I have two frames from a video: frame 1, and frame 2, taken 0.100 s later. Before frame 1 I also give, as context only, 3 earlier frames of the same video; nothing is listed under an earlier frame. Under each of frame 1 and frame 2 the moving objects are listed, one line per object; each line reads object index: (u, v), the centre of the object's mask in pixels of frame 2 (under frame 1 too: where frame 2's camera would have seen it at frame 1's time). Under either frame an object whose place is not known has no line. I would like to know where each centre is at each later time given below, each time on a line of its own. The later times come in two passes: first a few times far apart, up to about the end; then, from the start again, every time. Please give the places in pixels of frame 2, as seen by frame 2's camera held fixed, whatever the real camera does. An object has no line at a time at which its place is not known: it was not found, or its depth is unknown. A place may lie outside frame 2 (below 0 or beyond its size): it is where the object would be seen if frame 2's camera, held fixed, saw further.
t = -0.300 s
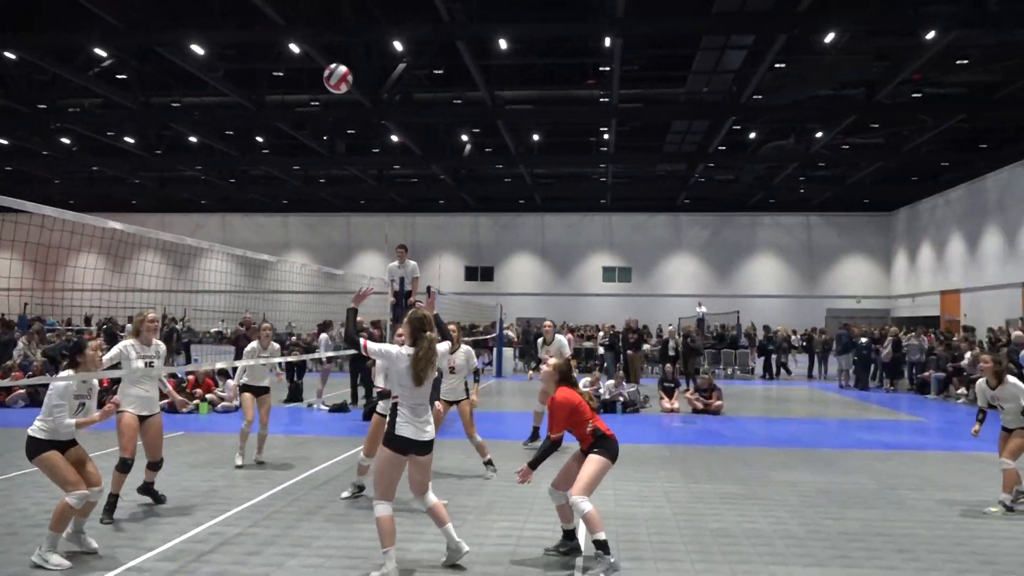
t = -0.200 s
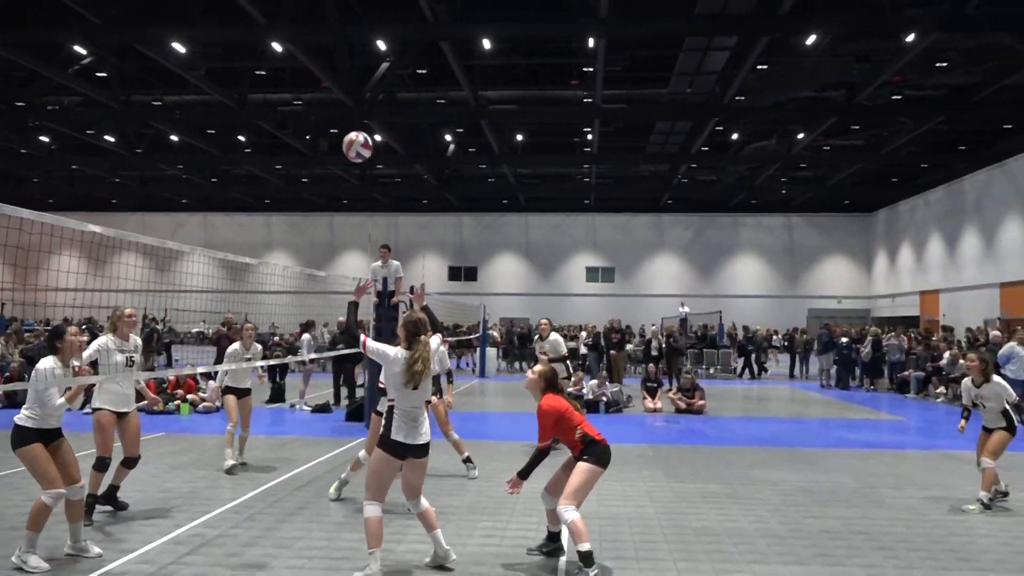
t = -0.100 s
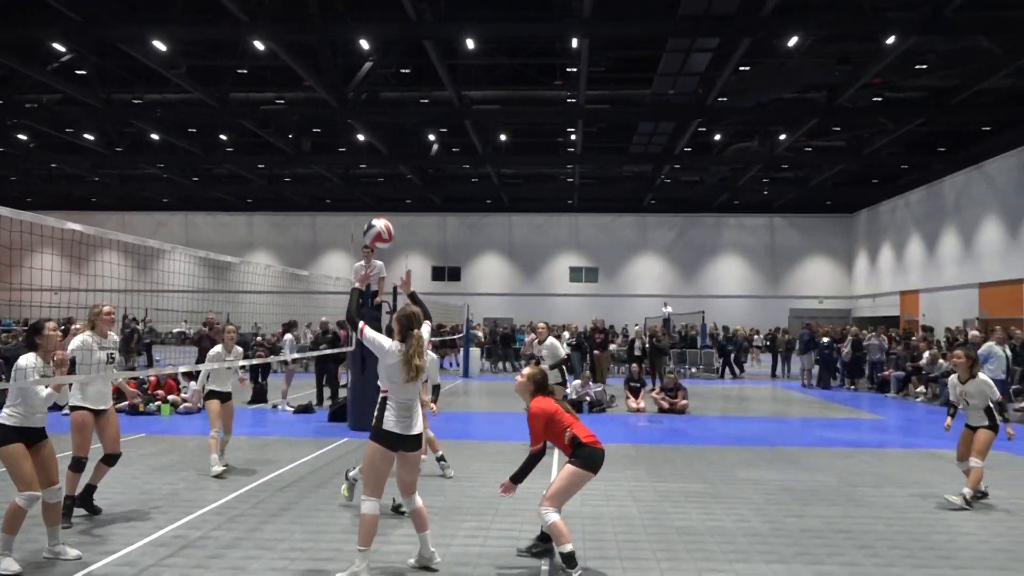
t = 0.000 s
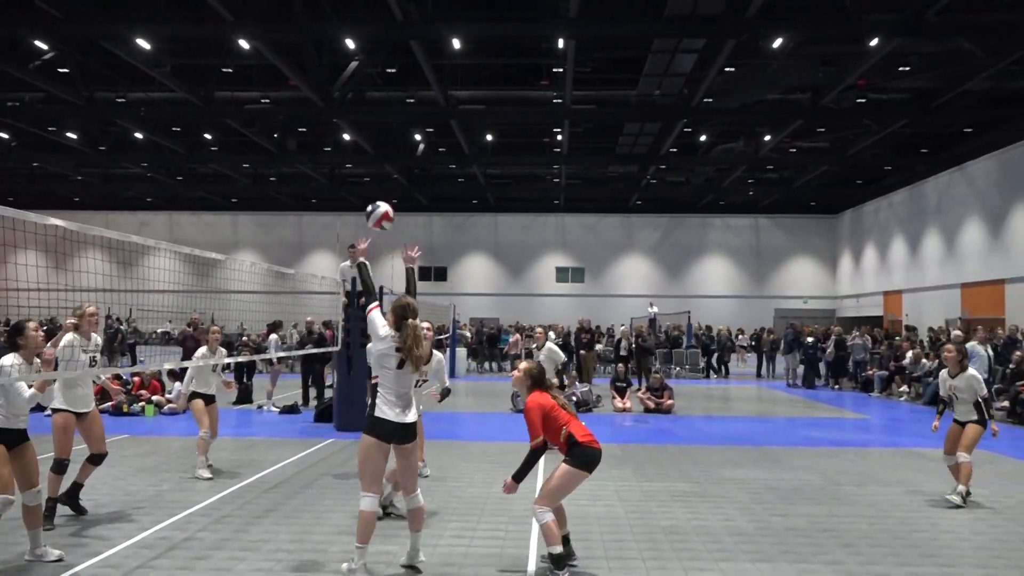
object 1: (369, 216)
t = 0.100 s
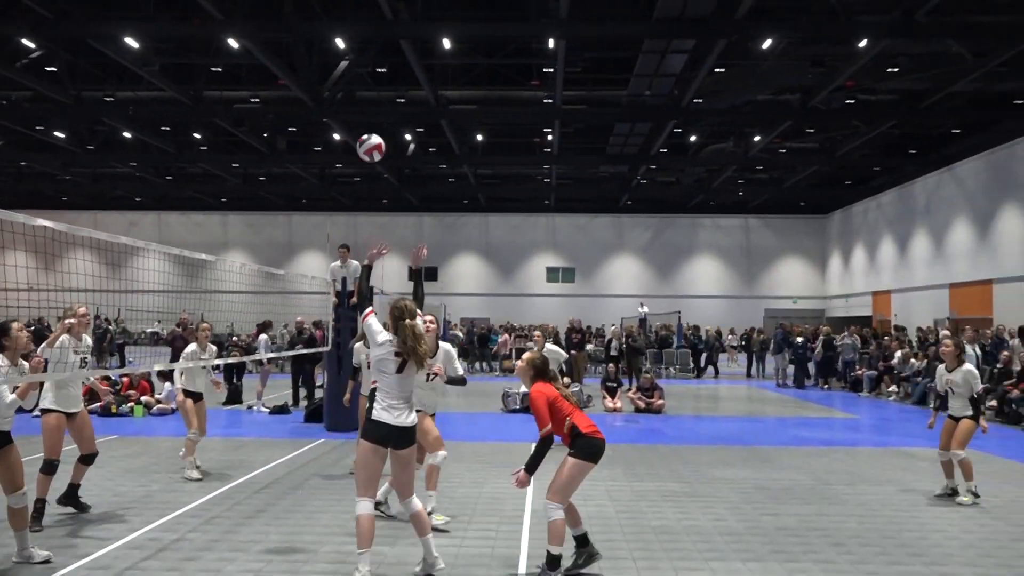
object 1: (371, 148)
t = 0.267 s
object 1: (372, 78)
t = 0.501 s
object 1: (374, 52)
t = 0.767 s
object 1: (374, 92)
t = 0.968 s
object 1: (372, 158)
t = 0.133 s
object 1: (371, 130)
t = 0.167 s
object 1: (371, 114)
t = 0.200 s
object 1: (372, 100)
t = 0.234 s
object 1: (372, 88)
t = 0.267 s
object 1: (372, 78)
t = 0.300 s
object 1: (373, 70)
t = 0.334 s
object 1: (373, 63)
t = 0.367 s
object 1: (374, 59)
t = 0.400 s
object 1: (373, 55)
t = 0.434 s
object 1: (374, 52)
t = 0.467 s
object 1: (374, 51)
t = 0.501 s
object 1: (374, 52)
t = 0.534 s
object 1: (374, 53)
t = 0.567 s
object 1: (375, 56)
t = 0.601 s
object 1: (375, 59)
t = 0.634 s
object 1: (375, 64)
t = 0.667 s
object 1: (374, 69)
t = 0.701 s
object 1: (375, 76)
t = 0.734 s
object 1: (374, 83)
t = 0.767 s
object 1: (374, 92)
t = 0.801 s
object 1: (374, 101)
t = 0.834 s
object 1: (373, 111)
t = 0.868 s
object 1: (373, 121)
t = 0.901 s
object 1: (373, 133)
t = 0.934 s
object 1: (372, 145)
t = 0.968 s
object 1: (372, 158)
